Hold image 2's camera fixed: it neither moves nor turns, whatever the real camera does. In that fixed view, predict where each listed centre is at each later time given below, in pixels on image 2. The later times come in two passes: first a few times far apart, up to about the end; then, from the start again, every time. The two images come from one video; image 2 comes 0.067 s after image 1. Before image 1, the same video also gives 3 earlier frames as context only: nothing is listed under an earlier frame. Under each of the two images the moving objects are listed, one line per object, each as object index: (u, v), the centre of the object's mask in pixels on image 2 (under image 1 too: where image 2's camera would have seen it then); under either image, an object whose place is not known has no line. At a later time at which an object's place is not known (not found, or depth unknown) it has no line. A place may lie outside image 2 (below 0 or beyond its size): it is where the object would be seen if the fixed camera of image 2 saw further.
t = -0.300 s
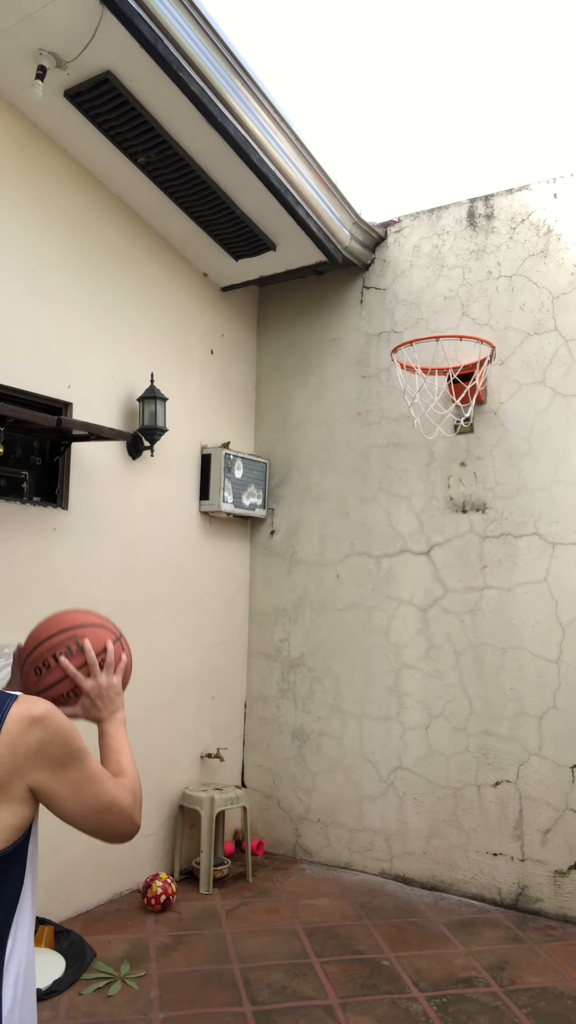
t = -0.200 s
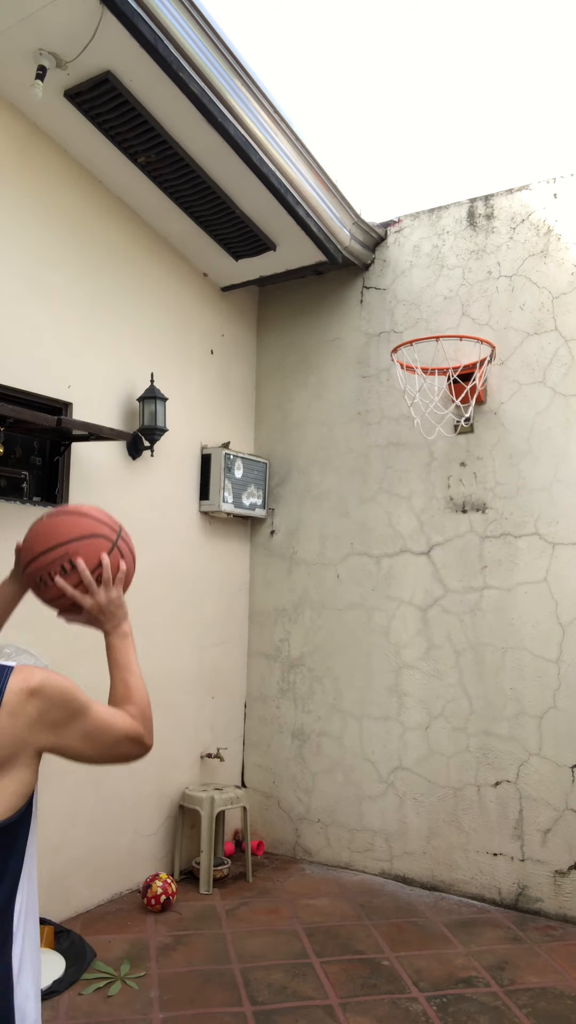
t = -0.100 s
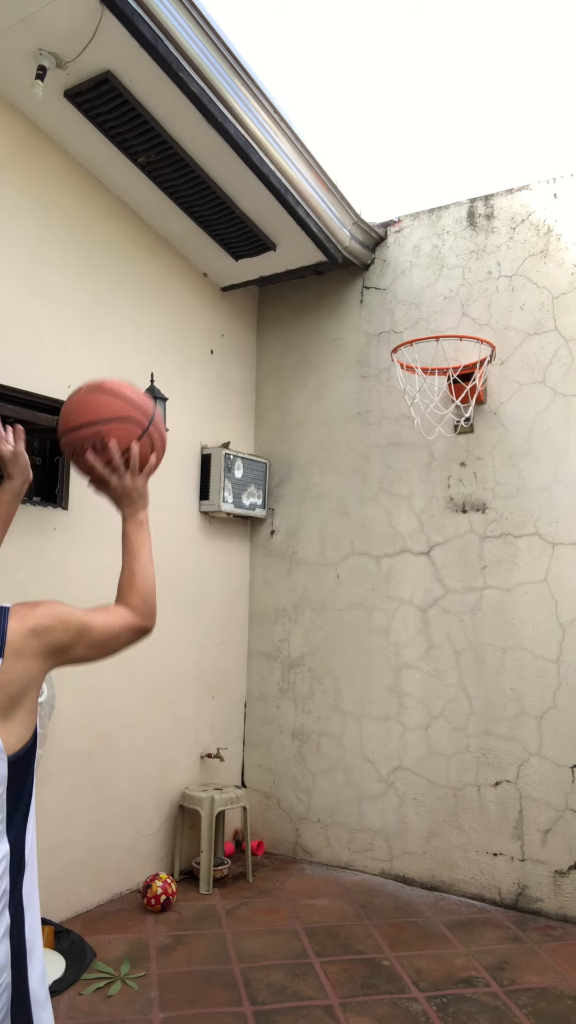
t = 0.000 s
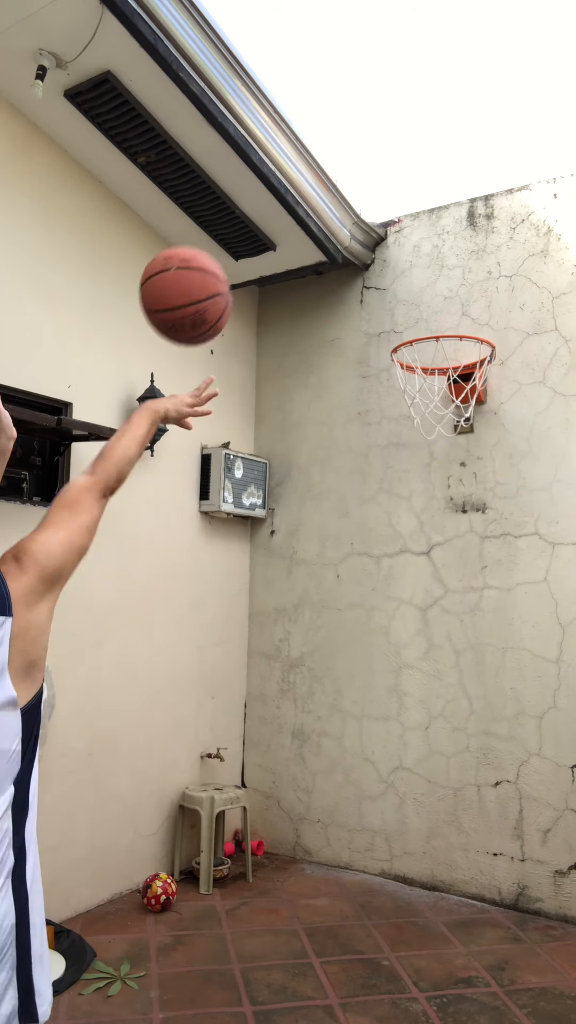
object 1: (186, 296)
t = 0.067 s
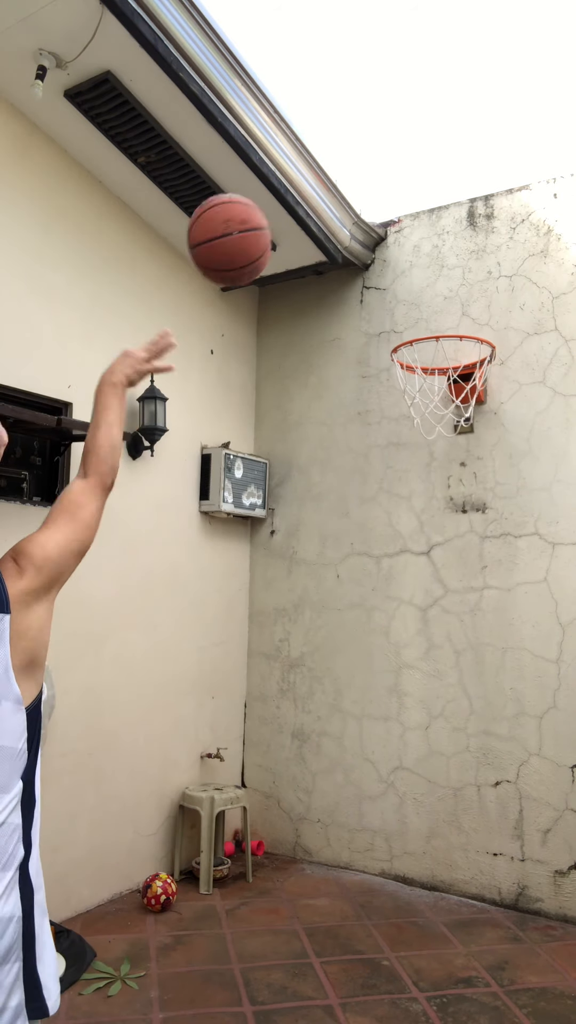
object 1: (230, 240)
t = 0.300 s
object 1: (336, 189)
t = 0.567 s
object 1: (410, 289)
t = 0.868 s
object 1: (437, 350)
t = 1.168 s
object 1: (452, 518)
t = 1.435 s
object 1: (446, 727)
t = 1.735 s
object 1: (412, 761)
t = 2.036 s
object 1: (351, 632)
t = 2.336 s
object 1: (277, 726)
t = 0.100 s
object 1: (248, 221)
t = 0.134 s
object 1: (265, 207)
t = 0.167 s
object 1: (282, 196)
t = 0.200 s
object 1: (297, 190)
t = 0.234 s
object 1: (310, 186)
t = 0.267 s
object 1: (324, 186)
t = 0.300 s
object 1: (336, 189)
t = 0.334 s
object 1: (347, 194)
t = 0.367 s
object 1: (357, 202)
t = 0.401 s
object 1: (368, 213)
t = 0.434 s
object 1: (377, 224)
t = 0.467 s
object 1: (386, 238)
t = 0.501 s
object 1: (394, 253)
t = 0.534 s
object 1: (402, 270)
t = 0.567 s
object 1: (410, 289)
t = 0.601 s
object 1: (417, 309)
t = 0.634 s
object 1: (420, 313)
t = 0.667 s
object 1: (423, 311)
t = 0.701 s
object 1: (425, 312)
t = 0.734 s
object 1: (427, 315)
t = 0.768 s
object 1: (430, 318)
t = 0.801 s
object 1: (432, 322)
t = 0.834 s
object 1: (437, 335)
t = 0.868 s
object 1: (437, 350)
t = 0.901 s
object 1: (438, 363)
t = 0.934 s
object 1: (441, 379)
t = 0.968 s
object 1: (442, 396)
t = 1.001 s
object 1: (444, 415)
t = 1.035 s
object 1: (446, 431)
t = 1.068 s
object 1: (448, 450)
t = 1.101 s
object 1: (449, 471)
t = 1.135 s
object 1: (451, 494)
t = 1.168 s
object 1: (452, 518)
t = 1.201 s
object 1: (453, 544)
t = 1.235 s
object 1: (452, 562)
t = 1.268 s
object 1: (451, 582)
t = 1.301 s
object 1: (450, 606)
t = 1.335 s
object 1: (449, 632)
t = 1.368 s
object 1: (448, 660)
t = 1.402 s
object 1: (447, 692)
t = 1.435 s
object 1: (446, 727)
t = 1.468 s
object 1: (445, 765)
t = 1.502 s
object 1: (444, 806)
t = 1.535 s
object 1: (442, 850)
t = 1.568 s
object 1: (441, 899)
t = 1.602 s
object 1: (436, 881)
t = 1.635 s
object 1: (430, 848)
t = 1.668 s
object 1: (424, 816)
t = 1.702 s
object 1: (418, 788)
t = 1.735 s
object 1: (412, 761)
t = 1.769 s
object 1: (406, 736)
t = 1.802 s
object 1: (399, 715)
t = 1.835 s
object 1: (392, 695)
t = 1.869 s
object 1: (386, 678)
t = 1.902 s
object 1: (379, 664)
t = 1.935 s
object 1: (372, 652)
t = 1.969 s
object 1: (365, 643)
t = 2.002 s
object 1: (358, 636)
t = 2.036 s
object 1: (351, 632)
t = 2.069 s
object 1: (343, 630)
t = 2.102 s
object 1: (332, 634)
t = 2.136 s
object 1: (328, 636)
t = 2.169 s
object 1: (320, 643)
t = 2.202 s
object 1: (312, 653)
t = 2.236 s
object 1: (304, 666)
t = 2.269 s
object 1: (295, 682)
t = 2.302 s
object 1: (286, 702)
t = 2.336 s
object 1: (277, 726)
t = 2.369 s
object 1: (267, 753)
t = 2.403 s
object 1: (257, 784)
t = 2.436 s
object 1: (246, 821)
